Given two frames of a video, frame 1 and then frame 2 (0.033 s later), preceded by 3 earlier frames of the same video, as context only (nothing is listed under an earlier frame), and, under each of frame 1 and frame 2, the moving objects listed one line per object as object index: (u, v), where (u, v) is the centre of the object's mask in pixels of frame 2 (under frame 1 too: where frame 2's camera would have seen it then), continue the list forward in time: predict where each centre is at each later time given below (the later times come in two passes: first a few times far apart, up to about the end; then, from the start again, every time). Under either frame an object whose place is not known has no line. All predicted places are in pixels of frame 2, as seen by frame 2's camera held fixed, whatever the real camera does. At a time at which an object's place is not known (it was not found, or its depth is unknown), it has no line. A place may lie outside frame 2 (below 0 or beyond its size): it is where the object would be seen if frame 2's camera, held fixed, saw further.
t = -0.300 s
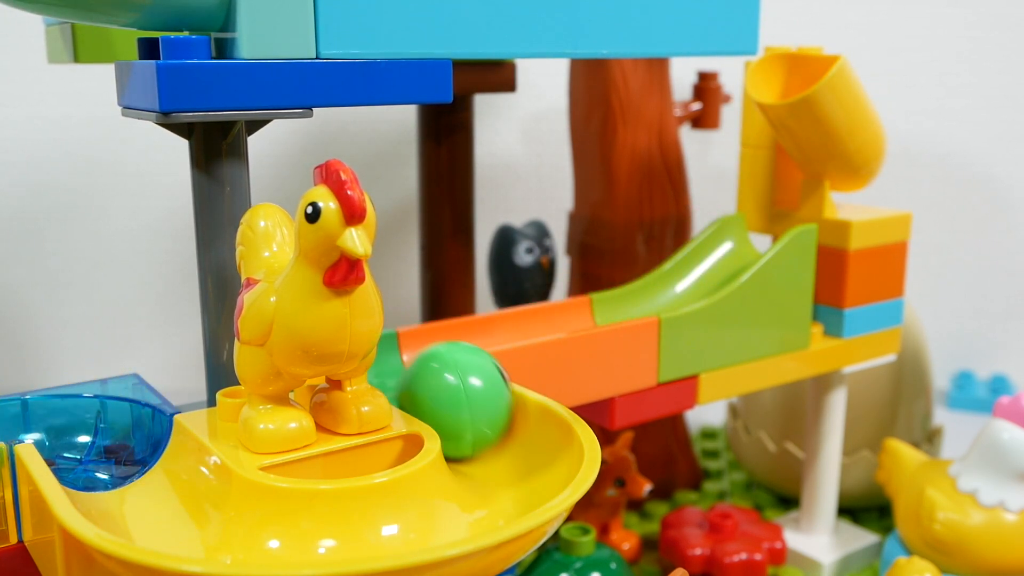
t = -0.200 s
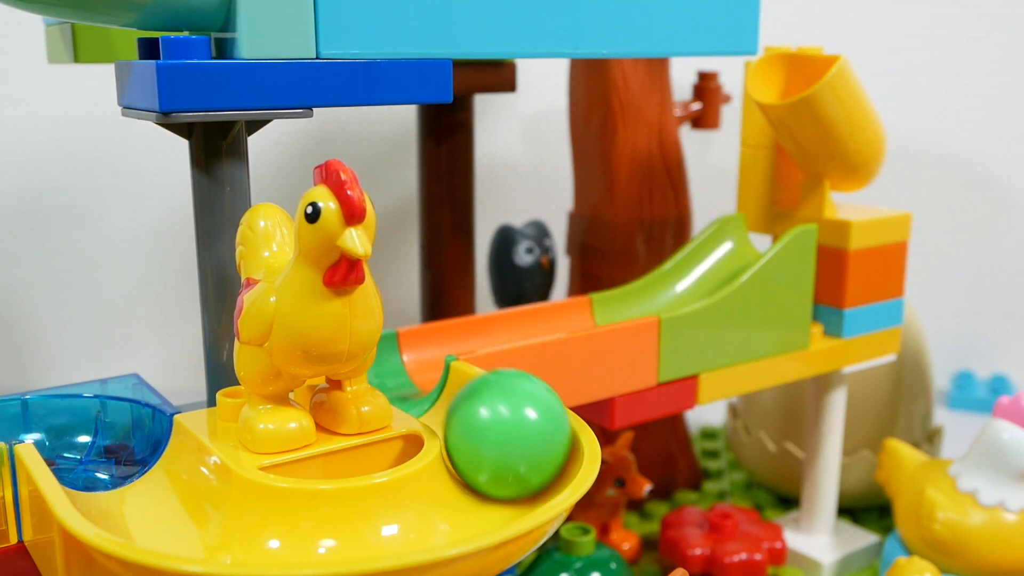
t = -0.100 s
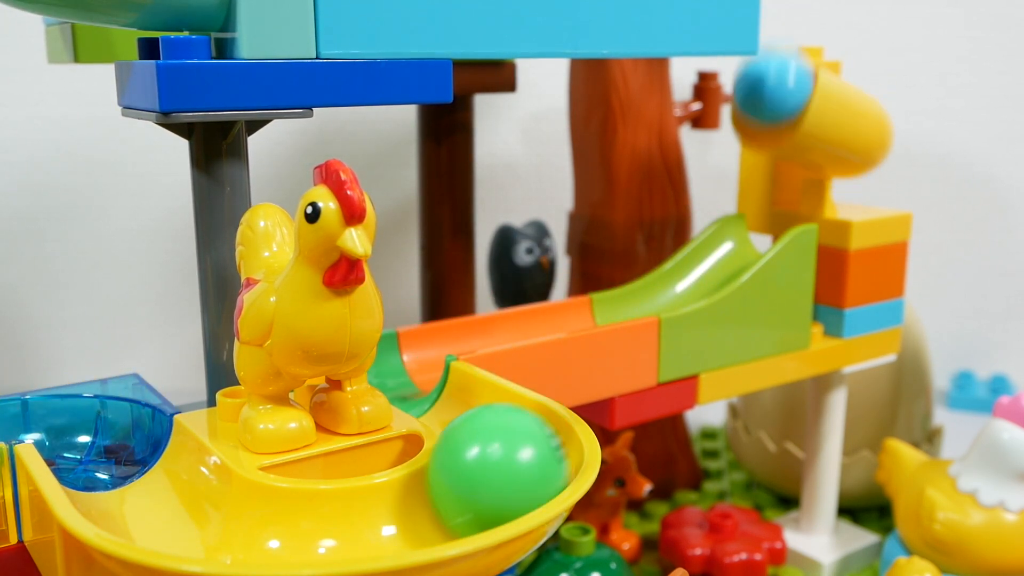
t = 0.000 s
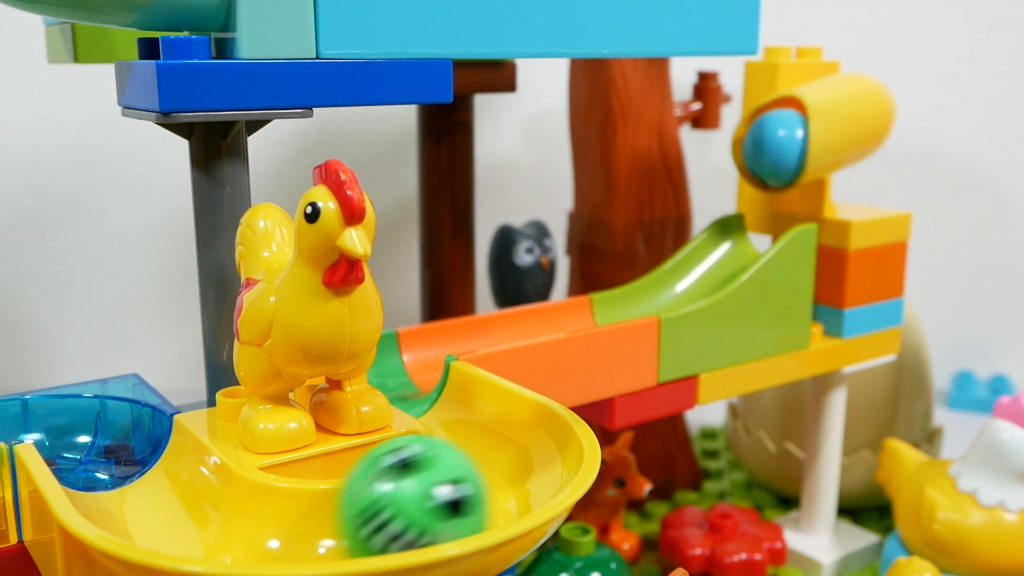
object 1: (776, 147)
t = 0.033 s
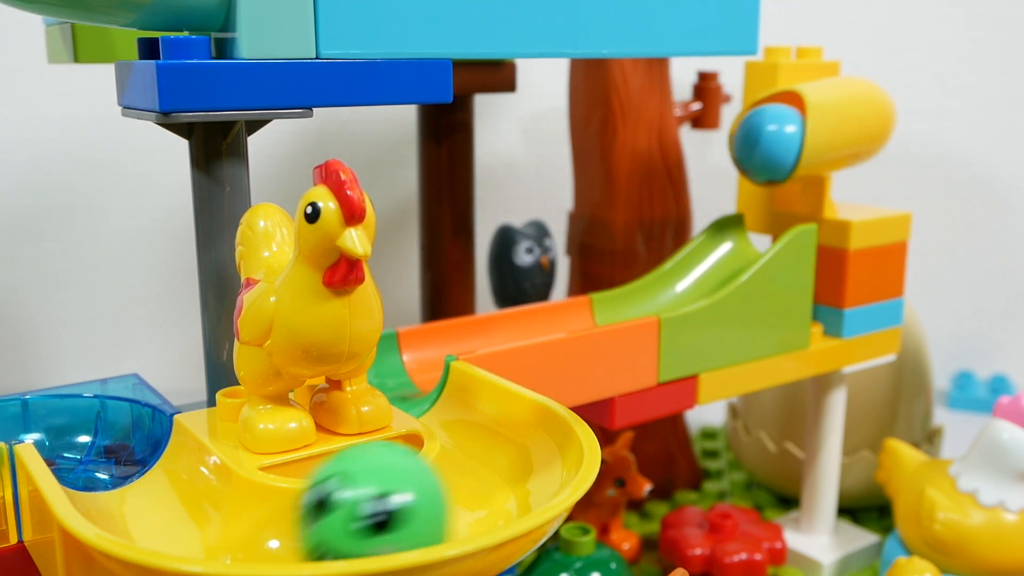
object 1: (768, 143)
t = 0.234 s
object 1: (596, 299)
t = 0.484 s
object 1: (436, 382)
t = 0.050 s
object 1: (763, 145)
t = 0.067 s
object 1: (757, 149)
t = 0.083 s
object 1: (752, 158)
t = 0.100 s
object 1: (746, 173)
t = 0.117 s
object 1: (738, 197)
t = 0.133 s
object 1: (725, 235)
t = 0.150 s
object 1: (710, 254)
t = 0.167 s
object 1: (691, 261)
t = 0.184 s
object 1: (666, 274)
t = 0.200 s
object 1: (638, 289)
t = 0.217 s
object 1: (615, 294)
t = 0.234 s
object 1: (596, 299)
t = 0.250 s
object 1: (574, 304)
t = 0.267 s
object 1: (550, 308)
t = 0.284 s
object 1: (529, 312)
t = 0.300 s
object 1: (506, 316)
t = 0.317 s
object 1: (483, 320)
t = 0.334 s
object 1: (458, 328)
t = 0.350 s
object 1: (431, 339)
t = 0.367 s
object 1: (414, 346)
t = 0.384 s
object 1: (407, 350)
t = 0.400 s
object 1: (405, 357)
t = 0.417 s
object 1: (407, 364)
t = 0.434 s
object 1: (412, 366)
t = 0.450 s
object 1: (420, 371)
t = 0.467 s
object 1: (424, 376)
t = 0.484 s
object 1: (436, 382)
